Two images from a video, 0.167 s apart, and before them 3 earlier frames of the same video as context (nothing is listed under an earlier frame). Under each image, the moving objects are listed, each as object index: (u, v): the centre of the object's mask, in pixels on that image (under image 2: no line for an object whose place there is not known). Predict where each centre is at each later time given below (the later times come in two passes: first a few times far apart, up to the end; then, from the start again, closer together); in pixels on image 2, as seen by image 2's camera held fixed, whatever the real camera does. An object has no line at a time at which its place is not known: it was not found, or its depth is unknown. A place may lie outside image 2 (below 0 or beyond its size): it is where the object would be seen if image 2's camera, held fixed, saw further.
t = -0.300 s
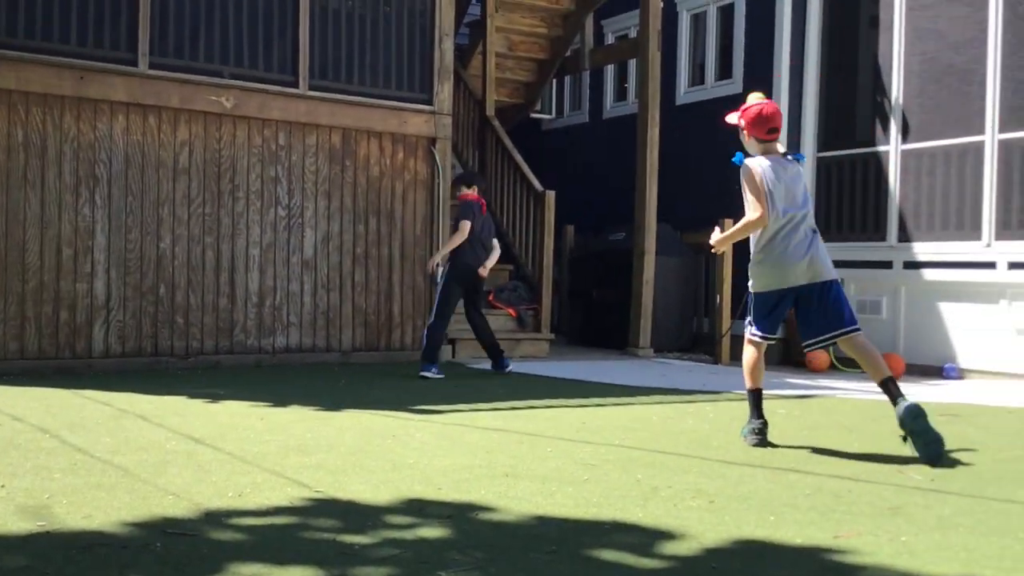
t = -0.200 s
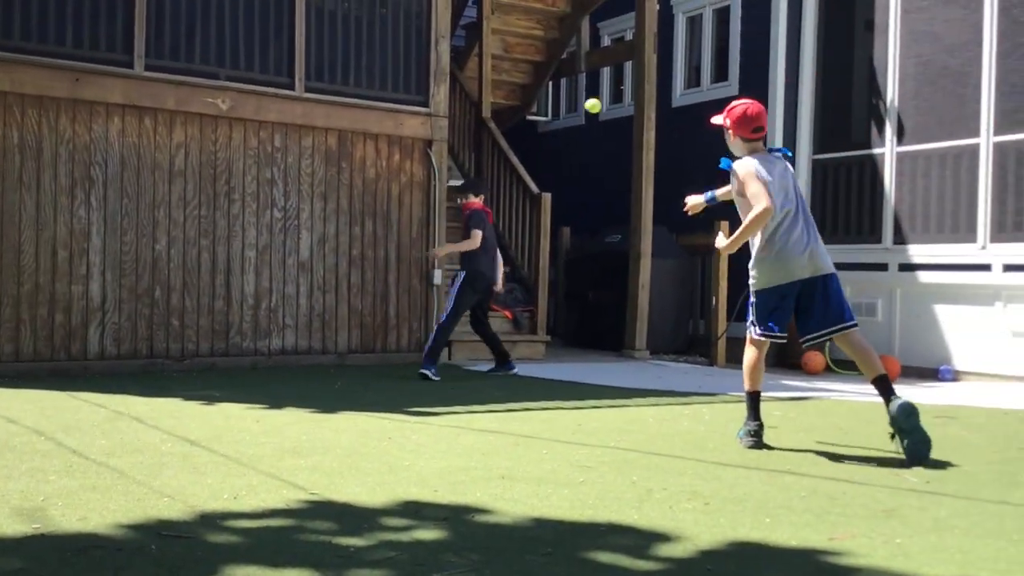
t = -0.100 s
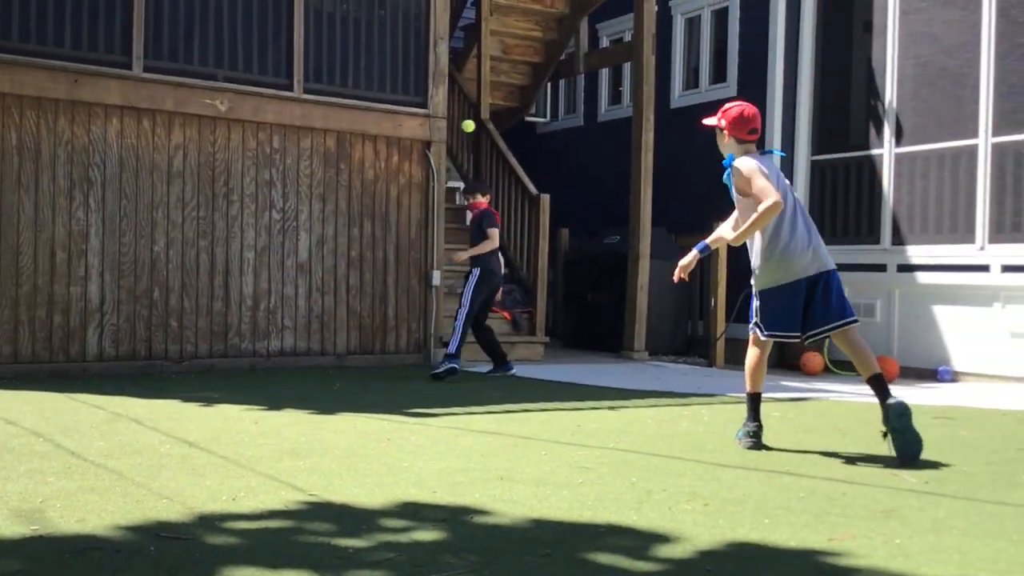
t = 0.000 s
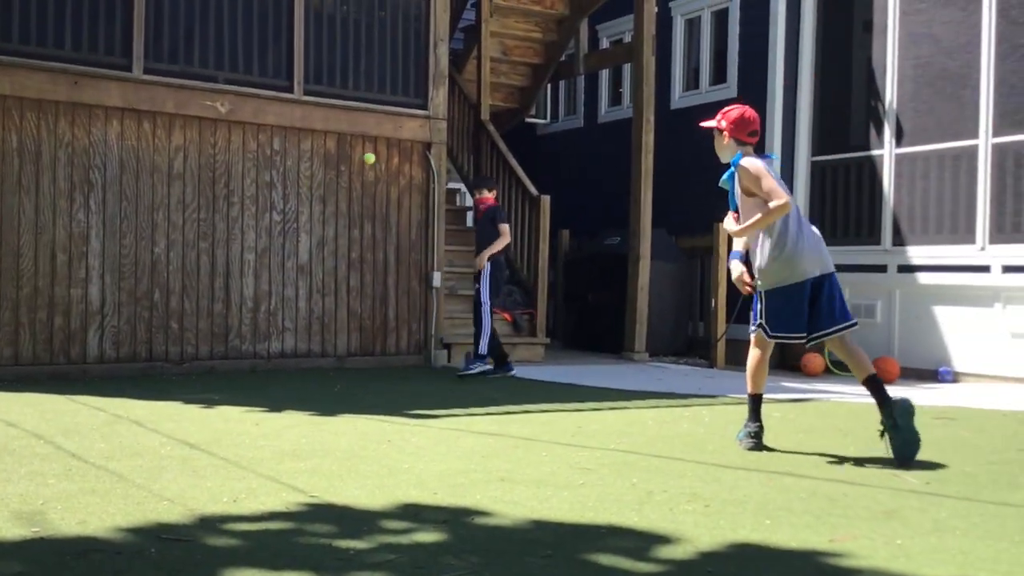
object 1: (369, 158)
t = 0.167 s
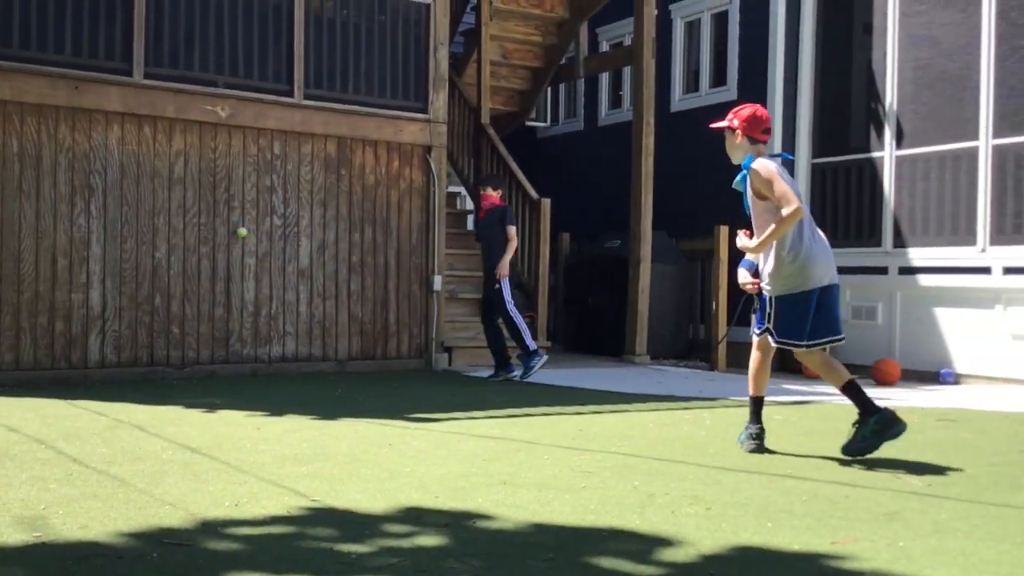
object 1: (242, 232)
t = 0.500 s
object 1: (292, 385)
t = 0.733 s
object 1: (339, 287)
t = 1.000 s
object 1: (404, 302)
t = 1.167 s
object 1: (453, 410)
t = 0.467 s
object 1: (285, 376)
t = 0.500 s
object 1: (292, 385)
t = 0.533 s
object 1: (298, 366)
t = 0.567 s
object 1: (304, 349)
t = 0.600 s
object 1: (311, 333)
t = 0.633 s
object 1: (318, 319)
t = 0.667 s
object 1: (325, 307)
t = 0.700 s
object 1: (332, 296)
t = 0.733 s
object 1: (339, 287)
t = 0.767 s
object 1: (346, 280)
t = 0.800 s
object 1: (354, 276)
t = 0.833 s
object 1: (361, 274)
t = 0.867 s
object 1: (369, 274)
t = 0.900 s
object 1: (378, 277)
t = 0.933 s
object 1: (387, 283)
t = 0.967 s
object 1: (395, 291)
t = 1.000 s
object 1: (404, 302)
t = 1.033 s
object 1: (414, 317)
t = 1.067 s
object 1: (423, 335)
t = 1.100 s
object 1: (433, 356)
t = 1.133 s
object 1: (443, 381)
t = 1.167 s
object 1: (453, 410)
